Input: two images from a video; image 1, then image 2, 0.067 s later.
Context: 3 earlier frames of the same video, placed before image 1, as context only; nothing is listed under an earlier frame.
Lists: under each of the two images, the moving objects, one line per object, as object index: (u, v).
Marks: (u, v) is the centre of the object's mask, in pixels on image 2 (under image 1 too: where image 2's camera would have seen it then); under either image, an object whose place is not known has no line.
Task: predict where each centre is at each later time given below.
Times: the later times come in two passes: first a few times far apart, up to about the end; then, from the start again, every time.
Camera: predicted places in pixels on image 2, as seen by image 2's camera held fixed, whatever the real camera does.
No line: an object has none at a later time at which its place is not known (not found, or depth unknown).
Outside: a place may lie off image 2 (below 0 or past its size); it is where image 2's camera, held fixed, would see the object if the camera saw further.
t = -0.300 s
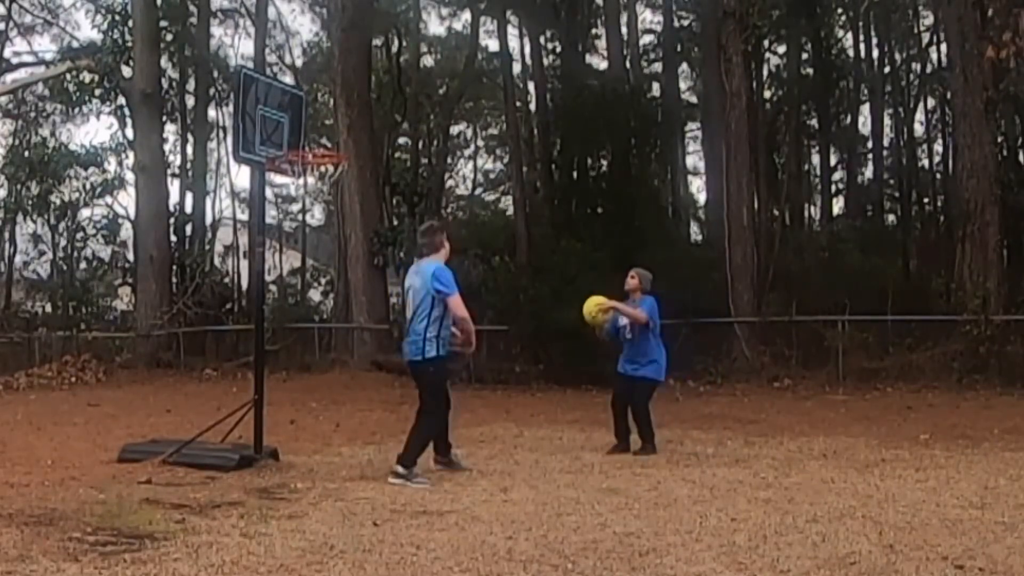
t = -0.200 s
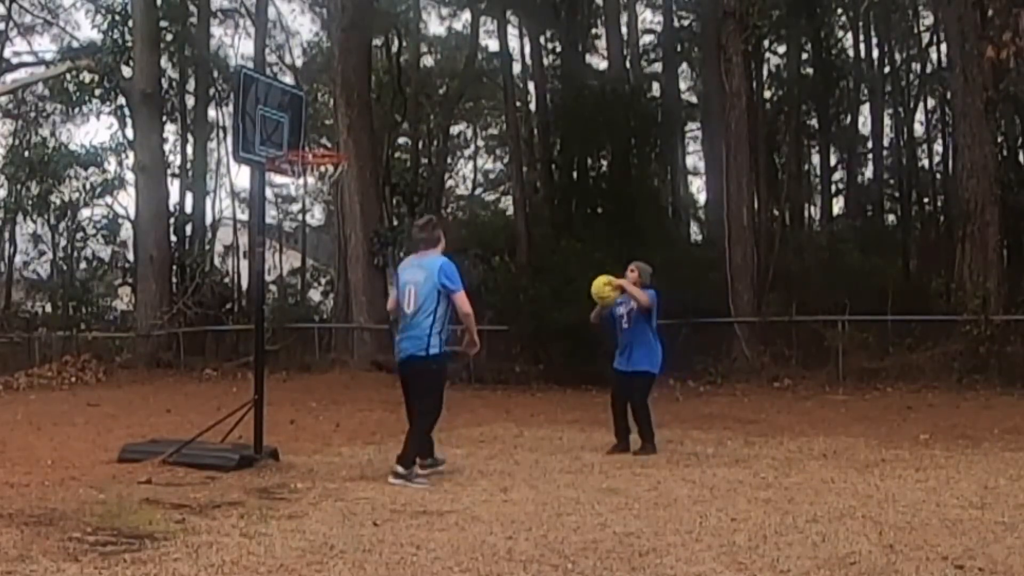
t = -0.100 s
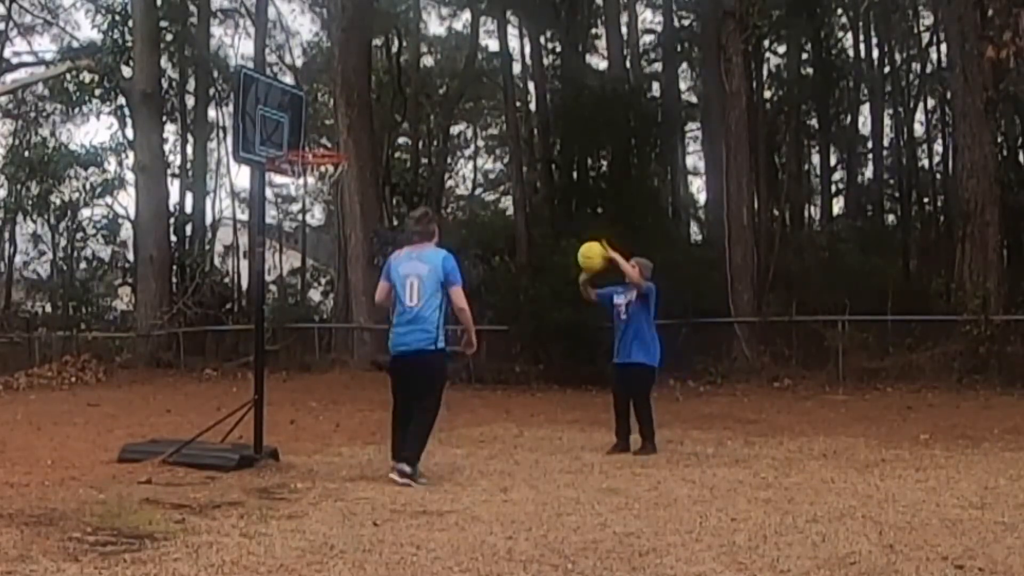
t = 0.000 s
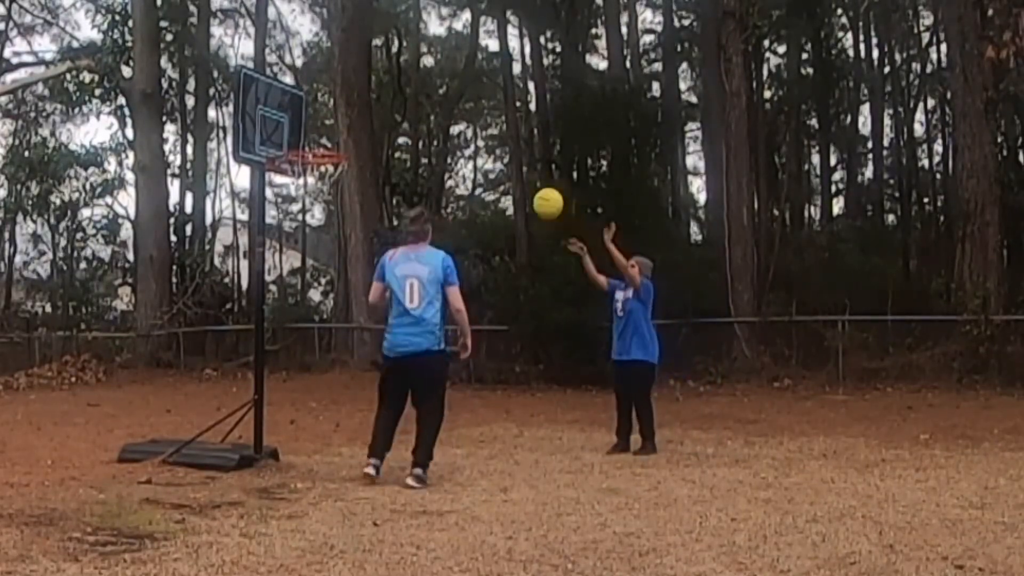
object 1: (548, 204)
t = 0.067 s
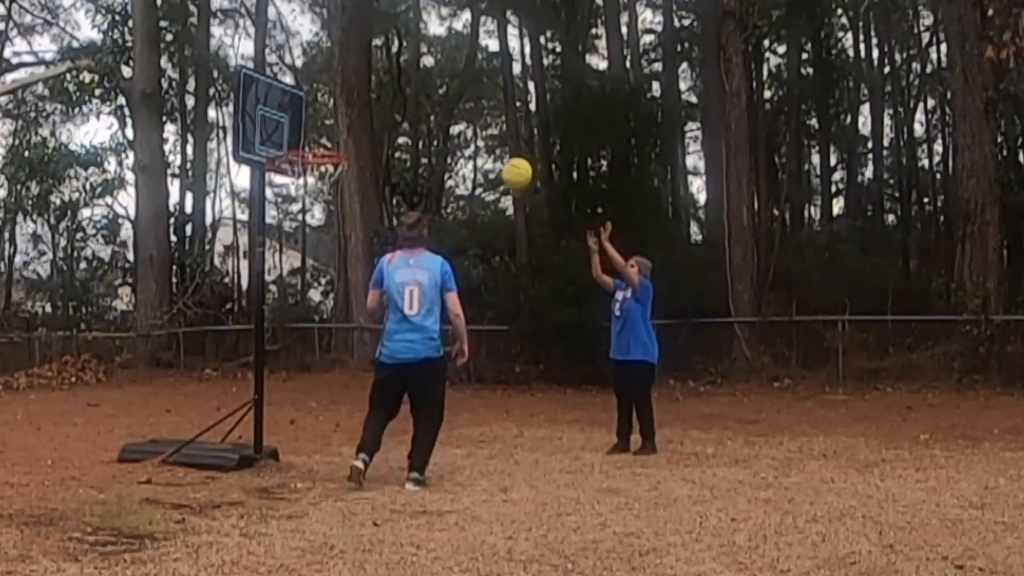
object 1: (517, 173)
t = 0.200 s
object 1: (452, 129)
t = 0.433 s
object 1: (334, 103)
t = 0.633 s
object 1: (308, 130)
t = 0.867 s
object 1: (319, 166)
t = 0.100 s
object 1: (501, 160)
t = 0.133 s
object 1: (485, 148)
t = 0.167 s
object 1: (469, 138)
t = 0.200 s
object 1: (452, 129)
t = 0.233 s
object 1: (436, 121)
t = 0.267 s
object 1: (419, 116)
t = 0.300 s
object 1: (403, 111)
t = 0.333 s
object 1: (386, 107)
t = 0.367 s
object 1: (369, 104)
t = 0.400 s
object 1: (351, 104)
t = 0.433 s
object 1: (334, 103)
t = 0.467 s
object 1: (318, 106)
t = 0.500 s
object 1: (300, 111)
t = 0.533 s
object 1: (298, 114)
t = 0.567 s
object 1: (302, 117)
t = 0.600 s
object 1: (305, 123)
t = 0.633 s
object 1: (308, 130)
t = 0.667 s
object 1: (311, 139)
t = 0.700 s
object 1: (315, 147)
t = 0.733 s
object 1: (321, 149)
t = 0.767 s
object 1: (328, 155)
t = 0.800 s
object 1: (332, 159)
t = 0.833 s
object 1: (326, 163)
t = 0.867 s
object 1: (319, 166)
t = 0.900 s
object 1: (313, 172)
